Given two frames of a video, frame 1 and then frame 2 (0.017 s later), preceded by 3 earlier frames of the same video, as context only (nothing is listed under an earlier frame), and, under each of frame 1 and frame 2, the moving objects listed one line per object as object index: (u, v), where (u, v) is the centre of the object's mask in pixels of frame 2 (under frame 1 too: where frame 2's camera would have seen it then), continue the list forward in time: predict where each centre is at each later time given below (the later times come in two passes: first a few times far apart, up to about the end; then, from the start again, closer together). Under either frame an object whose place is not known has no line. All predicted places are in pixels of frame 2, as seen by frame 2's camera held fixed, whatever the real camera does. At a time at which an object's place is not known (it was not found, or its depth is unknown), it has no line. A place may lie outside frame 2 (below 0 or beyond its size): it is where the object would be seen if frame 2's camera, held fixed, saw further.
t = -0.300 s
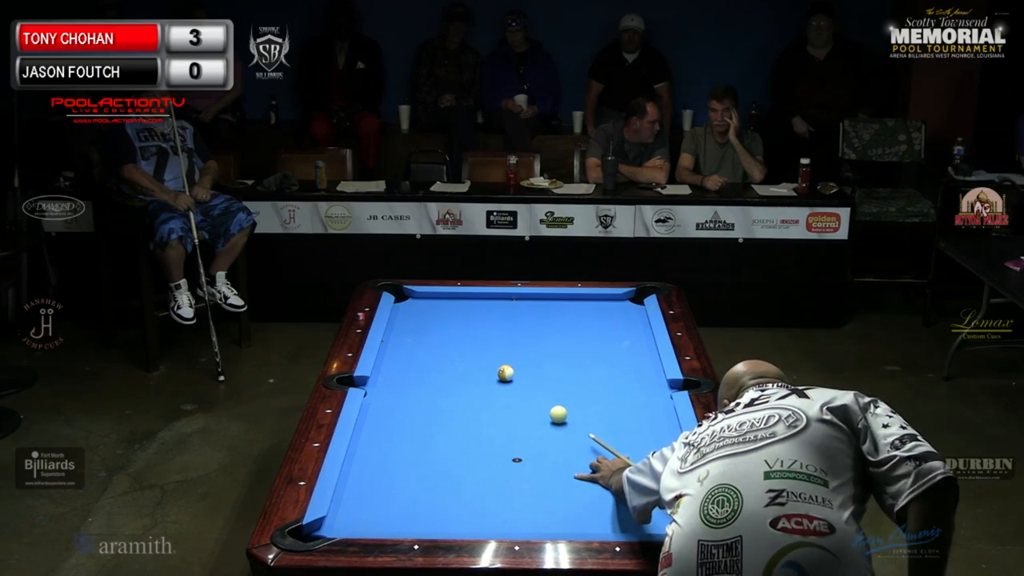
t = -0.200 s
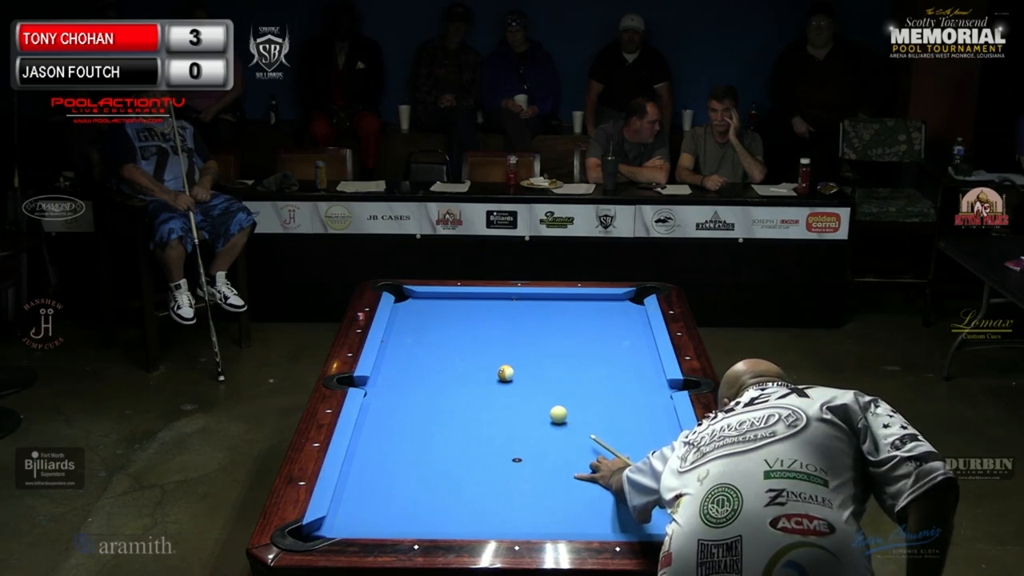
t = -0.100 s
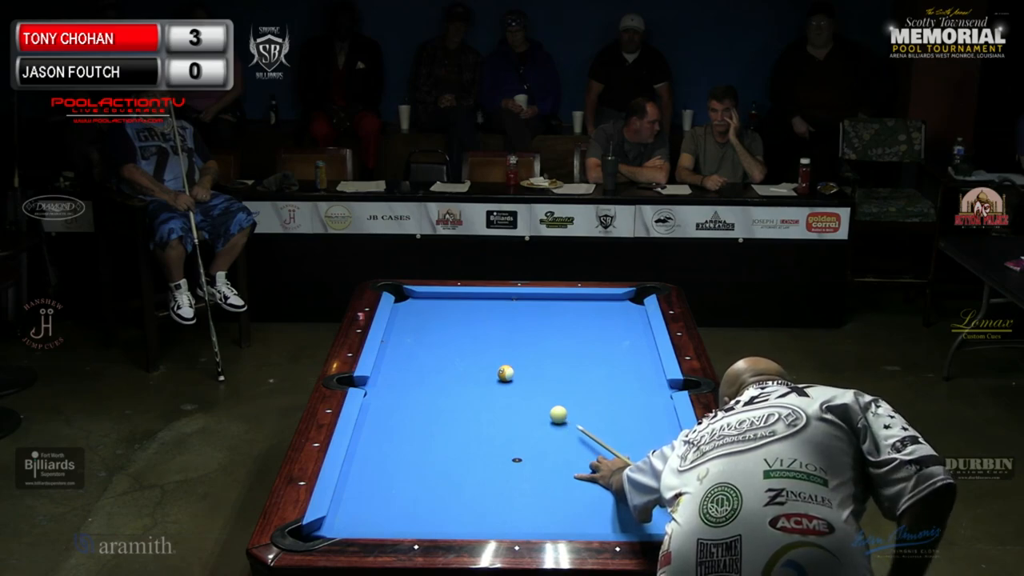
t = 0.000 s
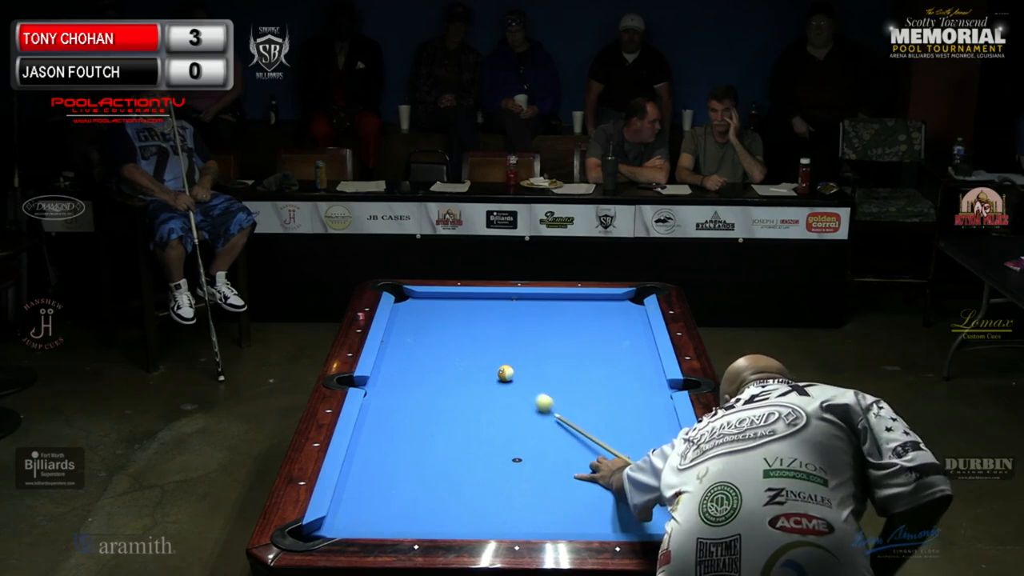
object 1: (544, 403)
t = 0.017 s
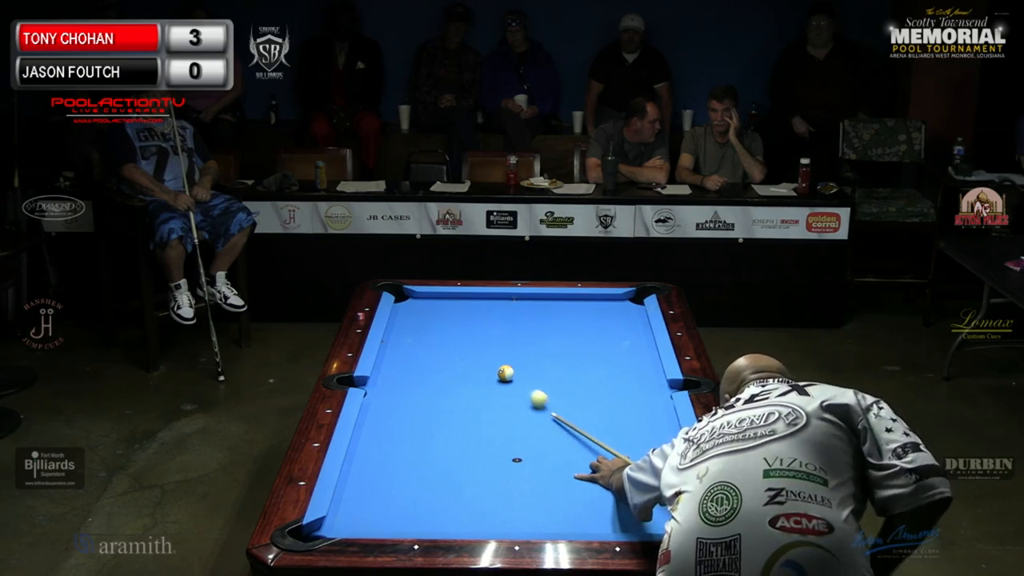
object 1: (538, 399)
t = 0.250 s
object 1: (511, 377)
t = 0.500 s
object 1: (510, 375)
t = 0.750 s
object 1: (508, 372)
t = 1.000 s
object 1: (508, 370)
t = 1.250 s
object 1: (508, 369)
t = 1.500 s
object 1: (507, 369)
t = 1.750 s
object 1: (507, 369)
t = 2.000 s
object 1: (507, 369)
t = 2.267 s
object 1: (507, 369)
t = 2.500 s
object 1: (507, 369)
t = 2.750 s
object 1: (507, 369)
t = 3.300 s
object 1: (511, 365)
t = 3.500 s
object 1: (507, 370)
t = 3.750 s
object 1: (507, 370)
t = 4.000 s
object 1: (507, 369)
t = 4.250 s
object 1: (507, 369)
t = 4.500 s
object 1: (507, 369)
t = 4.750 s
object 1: (507, 369)
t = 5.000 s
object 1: (507, 369)
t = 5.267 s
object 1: (507, 369)
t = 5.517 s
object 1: (507, 369)
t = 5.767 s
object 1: (507, 369)
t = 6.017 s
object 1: (507, 369)
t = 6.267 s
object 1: (507, 369)
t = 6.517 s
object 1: (507, 369)
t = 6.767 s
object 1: (507, 369)
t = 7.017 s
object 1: (507, 369)
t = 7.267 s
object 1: (507, 369)
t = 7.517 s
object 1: (507, 369)
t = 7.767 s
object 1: (507, 369)
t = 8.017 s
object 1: (507, 369)
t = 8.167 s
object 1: (507, 369)
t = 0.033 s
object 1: (533, 395)
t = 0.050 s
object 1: (528, 391)
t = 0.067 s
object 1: (523, 387)
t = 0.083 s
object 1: (519, 384)
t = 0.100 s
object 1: (514, 380)
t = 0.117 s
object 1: (512, 378)
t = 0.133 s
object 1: (512, 378)
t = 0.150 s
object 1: (512, 378)
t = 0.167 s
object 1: (512, 378)
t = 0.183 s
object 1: (512, 378)
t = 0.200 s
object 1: (512, 378)
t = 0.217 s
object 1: (512, 377)
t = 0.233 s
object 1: (511, 377)
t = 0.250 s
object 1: (511, 377)
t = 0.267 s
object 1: (511, 377)
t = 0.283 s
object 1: (511, 377)
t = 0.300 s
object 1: (511, 377)
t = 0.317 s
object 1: (511, 376)
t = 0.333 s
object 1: (511, 376)
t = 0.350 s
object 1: (510, 376)
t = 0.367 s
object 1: (510, 376)
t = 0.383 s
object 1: (510, 376)
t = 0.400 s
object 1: (510, 376)
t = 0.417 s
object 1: (510, 375)
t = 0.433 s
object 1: (510, 375)
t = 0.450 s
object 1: (510, 375)
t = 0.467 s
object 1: (510, 375)
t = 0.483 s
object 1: (510, 375)
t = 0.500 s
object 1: (510, 375)
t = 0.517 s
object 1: (510, 374)
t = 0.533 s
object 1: (509, 374)
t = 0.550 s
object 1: (509, 374)
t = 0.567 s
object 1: (509, 374)
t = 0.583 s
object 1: (509, 374)
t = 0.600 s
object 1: (509, 373)
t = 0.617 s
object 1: (509, 373)
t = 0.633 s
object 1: (509, 373)
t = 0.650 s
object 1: (509, 373)
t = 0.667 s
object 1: (509, 373)
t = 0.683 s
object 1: (509, 373)
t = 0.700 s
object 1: (509, 373)
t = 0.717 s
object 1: (508, 372)
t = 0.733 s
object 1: (508, 372)
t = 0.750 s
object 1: (508, 372)
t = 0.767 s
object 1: (508, 372)
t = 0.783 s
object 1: (508, 372)
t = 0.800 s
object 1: (508, 372)
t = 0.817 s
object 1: (508, 372)
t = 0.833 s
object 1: (508, 372)
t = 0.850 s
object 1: (508, 372)
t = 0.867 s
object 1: (508, 371)
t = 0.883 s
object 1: (508, 371)
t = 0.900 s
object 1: (508, 371)
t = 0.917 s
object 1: (508, 371)
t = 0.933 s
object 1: (508, 371)
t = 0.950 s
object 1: (508, 371)
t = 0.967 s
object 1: (508, 371)
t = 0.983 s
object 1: (508, 371)
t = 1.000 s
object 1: (508, 370)
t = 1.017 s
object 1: (508, 371)
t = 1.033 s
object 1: (508, 370)
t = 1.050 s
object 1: (508, 370)
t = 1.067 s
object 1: (508, 370)
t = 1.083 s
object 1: (508, 370)
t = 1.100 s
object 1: (508, 370)
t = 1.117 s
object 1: (508, 370)
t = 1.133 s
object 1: (508, 370)
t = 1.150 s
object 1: (508, 370)
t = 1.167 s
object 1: (508, 370)
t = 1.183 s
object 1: (508, 370)
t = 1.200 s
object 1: (508, 369)
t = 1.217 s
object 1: (508, 370)
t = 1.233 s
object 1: (508, 369)
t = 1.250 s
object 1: (508, 369)
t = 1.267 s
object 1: (508, 369)
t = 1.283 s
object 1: (508, 369)
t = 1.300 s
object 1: (508, 369)
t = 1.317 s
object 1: (508, 369)
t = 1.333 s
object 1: (508, 369)
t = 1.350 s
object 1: (508, 369)
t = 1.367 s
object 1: (508, 369)
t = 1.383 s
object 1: (507, 369)
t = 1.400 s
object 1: (508, 369)
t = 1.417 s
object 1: (508, 369)
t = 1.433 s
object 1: (508, 369)
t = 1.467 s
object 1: (507, 369)
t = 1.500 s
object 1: (507, 369)
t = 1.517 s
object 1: (507, 369)
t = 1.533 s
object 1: (507, 369)
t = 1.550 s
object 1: (507, 369)
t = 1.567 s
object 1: (507, 369)
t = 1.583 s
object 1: (507, 369)
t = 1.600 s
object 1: (507, 369)
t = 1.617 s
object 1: (507, 369)
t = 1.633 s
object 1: (507, 369)
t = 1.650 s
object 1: (507, 369)
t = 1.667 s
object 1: (507, 369)
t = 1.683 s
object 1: (507, 369)
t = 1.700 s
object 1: (507, 369)
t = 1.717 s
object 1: (507, 369)
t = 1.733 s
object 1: (507, 369)
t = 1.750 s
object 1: (507, 369)
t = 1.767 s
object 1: (507, 369)
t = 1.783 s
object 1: (507, 369)
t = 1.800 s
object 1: (507, 369)
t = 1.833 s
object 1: (507, 369)
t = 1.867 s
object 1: (507, 369)
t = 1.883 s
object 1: (507, 369)
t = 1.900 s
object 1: (507, 369)
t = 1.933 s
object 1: (507, 369)
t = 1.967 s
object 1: (507, 369)
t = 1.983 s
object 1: (507, 369)
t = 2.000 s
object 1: (507, 369)
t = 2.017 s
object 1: (507, 369)
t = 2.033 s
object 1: (507, 369)
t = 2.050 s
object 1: (507, 369)
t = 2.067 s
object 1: (507, 369)
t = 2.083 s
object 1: (507, 369)
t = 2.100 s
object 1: (507, 369)
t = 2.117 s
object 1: (507, 369)
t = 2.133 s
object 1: (507, 369)
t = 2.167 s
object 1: (507, 369)
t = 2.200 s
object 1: (507, 369)
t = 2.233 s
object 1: (507, 369)
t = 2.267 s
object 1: (507, 369)
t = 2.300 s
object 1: (507, 369)
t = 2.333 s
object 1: (507, 369)
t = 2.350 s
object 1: (507, 369)
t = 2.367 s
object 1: (507, 369)
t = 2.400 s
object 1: (507, 369)
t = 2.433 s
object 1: (507, 369)
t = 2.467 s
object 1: (507, 369)
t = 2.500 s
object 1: (507, 369)
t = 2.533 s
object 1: (507, 369)
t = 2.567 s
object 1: (507, 369)
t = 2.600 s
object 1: (507, 369)
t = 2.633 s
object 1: (507, 369)
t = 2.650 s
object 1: (507, 369)
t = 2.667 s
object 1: (507, 369)
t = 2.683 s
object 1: (507, 369)
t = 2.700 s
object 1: (507, 369)
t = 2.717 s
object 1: (507, 369)
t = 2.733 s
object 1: (507, 369)
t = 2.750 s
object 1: (507, 369)
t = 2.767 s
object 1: (507, 369)
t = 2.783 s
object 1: (507, 369)
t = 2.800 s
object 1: (507, 369)
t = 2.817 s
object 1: (507, 369)
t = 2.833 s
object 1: (506, 368)
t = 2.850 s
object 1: (505, 367)
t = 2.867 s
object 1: (503, 366)
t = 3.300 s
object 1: (511, 365)
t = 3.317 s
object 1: (509, 367)
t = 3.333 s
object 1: (508, 369)
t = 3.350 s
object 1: (507, 369)
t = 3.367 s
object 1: (507, 369)
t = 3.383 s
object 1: (507, 369)
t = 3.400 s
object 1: (507, 369)
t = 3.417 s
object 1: (507, 370)
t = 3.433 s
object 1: (507, 370)
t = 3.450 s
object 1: (507, 370)
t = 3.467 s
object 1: (507, 370)
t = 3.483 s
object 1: (507, 370)
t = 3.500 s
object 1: (507, 370)
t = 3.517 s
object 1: (507, 370)
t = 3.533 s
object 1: (507, 370)
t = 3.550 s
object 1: (507, 370)
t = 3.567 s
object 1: (507, 370)
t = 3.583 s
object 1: (507, 370)
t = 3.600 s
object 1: (507, 370)
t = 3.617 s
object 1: (507, 370)
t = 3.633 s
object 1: (507, 370)
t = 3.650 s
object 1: (507, 370)
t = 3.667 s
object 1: (507, 370)
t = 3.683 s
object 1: (507, 370)
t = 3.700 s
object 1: (507, 370)
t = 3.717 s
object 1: (507, 370)
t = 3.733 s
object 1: (507, 370)
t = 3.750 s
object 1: (507, 370)
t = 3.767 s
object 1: (507, 370)
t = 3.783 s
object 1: (507, 370)
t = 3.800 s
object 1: (507, 370)
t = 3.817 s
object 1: (507, 369)
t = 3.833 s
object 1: (507, 369)
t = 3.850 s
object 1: (507, 369)
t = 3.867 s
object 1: (507, 369)
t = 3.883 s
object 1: (507, 369)
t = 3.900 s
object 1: (507, 369)
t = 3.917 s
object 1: (507, 369)
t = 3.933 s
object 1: (507, 369)
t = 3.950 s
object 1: (507, 369)
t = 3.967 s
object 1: (507, 369)
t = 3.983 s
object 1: (507, 369)
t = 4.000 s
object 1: (507, 369)
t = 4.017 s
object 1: (507, 369)
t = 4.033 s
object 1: (507, 369)
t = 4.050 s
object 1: (507, 369)
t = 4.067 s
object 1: (507, 369)
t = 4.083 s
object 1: (507, 369)
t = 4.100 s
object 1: (507, 369)
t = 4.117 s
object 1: (507, 369)
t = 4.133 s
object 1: (507, 369)
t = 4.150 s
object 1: (507, 369)
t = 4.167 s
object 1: (507, 369)
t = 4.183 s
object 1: (507, 369)
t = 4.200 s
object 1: (507, 369)
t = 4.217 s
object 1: (507, 369)
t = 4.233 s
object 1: (507, 369)
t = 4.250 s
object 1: (507, 369)
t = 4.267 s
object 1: (507, 369)
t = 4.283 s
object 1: (507, 369)
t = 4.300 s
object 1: (507, 369)
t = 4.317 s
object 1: (507, 369)
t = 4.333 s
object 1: (507, 369)
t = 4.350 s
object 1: (507, 369)
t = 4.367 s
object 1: (507, 369)
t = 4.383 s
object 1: (507, 369)
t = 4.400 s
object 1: (507, 369)
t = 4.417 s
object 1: (507, 369)
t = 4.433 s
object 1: (507, 369)
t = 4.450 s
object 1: (507, 369)
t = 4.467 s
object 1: (507, 369)
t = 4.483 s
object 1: (507, 369)
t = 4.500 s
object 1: (507, 369)
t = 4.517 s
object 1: (507, 369)
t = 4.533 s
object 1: (507, 369)
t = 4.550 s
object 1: (507, 369)
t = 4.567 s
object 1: (507, 369)
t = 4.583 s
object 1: (507, 369)
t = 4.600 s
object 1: (507, 369)
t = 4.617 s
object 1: (507, 369)
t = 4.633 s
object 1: (507, 369)
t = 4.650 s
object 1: (507, 369)
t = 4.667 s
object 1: (507, 369)
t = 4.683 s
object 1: (507, 369)
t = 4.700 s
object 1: (507, 369)
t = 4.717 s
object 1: (507, 369)
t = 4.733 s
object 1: (507, 369)
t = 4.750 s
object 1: (507, 369)
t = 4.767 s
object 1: (507, 369)
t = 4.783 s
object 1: (507, 369)
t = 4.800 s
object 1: (507, 369)
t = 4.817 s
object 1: (507, 369)
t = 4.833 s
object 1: (507, 369)
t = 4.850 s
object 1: (507, 369)
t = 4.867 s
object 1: (507, 369)
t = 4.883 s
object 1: (507, 369)
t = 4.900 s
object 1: (507, 369)
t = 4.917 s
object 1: (507, 369)
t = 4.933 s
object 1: (507, 369)
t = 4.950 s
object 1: (507, 369)
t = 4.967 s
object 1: (507, 369)
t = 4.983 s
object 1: (507, 369)
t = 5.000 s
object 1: (507, 369)
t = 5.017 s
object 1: (507, 369)
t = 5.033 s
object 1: (507, 369)
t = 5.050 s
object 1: (507, 369)
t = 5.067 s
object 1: (507, 369)
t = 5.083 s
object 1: (507, 369)
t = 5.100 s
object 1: (507, 369)
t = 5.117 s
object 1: (507, 369)
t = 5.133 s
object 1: (507, 369)
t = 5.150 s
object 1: (507, 369)
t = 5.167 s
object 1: (507, 369)
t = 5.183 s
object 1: (507, 369)
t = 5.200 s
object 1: (507, 369)
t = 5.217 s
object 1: (507, 369)
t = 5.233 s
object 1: (507, 369)
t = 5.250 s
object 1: (507, 369)
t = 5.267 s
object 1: (507, 369)
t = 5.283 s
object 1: (507, 369)
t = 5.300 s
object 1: (507, 369)
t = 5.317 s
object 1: (507, 369)
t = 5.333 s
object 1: (507, 369)
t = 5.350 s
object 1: (507, 369)
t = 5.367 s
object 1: (507, 369)
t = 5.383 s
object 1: (507, 369)
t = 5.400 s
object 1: (507, 369)
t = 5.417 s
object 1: (507, 369)
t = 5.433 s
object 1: (507, 369)
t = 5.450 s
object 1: (507, 369)
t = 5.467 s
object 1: (507, 369)
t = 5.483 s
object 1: (507, 369)
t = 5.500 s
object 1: (507, 369)
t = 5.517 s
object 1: (507, 369)
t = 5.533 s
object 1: (507, 369)
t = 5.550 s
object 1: (507, 369)
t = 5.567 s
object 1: (507, 369)
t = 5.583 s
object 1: (507, 369)
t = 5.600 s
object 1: (507, 369)
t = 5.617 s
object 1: (507, 369)
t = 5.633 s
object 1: (507, 369)
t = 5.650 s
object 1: (507, 369)
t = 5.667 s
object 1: (507, 369)
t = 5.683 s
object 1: (507, 369)
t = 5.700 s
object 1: (507, 369)
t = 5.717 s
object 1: (507, 369)
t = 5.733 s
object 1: (507, 369)
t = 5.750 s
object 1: (507, 369)
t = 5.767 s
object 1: (507, 369)
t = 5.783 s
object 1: (507, 369)
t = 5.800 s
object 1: (507, 369)
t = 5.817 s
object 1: (507, 369)
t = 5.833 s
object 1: (507, 369)
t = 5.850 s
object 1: (507, 369)
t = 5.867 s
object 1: (507, 369)
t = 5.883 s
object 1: (507, 369)
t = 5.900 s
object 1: (507, 369)
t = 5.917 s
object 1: (507, 369)
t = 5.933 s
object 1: (507, 369)
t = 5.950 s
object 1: (507, 369)
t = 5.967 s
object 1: (507, 369)
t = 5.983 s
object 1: (507, 369)
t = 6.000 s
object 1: (507, 369)
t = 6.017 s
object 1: (507, 369)
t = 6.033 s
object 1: (507, 369)
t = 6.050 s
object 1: (507, 369)
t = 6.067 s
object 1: (507, 369)
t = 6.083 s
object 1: (507, 369)
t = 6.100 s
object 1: (507, 369)
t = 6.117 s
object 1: (507, 369)
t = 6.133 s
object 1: (507, 369)
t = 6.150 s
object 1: (507, 369)
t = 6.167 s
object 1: (507, 369)
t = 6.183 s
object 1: (507, 369)
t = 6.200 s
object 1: (507, 369)
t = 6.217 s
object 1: (507, 369)
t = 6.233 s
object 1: (507, 369)
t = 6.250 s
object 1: (507, 369)
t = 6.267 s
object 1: (507, 369)
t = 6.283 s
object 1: (507, 369)
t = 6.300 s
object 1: (507, 369)
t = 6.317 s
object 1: (507, 369)
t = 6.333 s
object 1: (507, 369)
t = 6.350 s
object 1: (507, 369)
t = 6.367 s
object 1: (507, 369)
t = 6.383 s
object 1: (507, 369)
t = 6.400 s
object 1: (507, 369)
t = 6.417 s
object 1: (507, 369)
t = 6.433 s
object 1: (507, 369)
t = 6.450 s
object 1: (507, 369)
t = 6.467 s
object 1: (507, 369)
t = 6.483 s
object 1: (507, 369)
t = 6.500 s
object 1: (507, 369)
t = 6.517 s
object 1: (507, 369)
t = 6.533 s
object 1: (507, 369)
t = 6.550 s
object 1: (507, 369)
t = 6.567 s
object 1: (507, 369)
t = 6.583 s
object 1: (507, 369)
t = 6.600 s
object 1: (507, 369)
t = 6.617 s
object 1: (507, 369)
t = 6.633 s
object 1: (507, 369)
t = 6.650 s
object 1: (507, 369)
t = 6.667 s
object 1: (507, 369)
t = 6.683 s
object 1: (507, 369)
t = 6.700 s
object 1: (507, 369)
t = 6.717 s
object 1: (507, 369)
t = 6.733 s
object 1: (507, 369)
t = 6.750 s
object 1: (507, 369)
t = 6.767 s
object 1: (507, 369)
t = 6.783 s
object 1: (507, 369)
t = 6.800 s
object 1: (507, 369)
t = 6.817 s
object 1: (507, 369)
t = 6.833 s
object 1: (507, 369)
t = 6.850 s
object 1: (507, 369)
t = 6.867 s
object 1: (507, 369)
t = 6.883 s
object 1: (507, 369)
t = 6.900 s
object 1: (507, 369)
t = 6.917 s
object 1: (507, 369)
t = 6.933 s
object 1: (507, 369)
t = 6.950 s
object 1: (507, 369)
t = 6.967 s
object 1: (507, 369)
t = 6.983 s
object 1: (507, 369)
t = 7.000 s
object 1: (507, 369)
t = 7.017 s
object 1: (507, 369)
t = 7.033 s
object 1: (507, 369)
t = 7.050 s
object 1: (507, 369)
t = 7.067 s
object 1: (507, 369)
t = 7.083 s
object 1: (507, 369)
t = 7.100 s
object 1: (507, 369)
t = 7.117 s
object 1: (507, 369)
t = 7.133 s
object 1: (507, 369)
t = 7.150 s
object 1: (507, 369)
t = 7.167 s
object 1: (507, 369)
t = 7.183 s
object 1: (507, 369)
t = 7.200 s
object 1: (507, 369)
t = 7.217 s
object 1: (507, 369)
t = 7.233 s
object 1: (507, 369)
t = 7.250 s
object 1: (507, 369)
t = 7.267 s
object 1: (507, 369)
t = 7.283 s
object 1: (507, 369)
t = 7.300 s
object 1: (507, 369)
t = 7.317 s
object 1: (507, 369)
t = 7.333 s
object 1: (507, 369)
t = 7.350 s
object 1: (507, 369)
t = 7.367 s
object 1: (507, 369)
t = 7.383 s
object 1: (507, 369)
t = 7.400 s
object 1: (507, 369)
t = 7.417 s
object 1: (507, 369)
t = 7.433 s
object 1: (507, 369)
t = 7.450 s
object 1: (507, 369)
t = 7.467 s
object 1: (507, 369)
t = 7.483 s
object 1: (507, 369)
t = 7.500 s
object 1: (507, 369)
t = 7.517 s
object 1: (507, 369)
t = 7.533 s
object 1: (507, 369)
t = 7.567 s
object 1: (507, 369)
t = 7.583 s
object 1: (507, 369)
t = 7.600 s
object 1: (507, 369)
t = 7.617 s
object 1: (507, 369)
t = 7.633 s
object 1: (507, 369)
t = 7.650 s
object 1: (507, 369)
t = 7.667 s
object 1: (507, 369)
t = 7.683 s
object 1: (507, 369)
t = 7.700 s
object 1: (507, 369)
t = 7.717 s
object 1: (507, 369)
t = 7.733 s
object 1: (507, 369)
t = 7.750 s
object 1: (507, 369)
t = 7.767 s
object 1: (507, 369)
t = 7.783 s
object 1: (507, 369)
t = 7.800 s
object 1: (507, 369)
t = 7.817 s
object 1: (507, 369)
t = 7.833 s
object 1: (507, 369)
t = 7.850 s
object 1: (507, 369)
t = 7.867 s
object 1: (507, 369)
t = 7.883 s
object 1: (507, 369)
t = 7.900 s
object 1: (507, 369)
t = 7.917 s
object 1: (507, 369)
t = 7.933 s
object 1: (507, 369)
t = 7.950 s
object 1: (507, 369)
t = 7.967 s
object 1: (507, 369)
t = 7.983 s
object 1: (507, 369)
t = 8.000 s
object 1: (507, 369)
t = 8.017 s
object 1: (507, 369)
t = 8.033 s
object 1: (507, 369)
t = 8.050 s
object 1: (507, 369)
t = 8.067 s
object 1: (507, 369)
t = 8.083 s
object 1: (507, 369)
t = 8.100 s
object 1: (507, 369)
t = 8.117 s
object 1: (507, 369)
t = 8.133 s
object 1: (507, 369)
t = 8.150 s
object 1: (507, 369)
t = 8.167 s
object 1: (507, 369)
